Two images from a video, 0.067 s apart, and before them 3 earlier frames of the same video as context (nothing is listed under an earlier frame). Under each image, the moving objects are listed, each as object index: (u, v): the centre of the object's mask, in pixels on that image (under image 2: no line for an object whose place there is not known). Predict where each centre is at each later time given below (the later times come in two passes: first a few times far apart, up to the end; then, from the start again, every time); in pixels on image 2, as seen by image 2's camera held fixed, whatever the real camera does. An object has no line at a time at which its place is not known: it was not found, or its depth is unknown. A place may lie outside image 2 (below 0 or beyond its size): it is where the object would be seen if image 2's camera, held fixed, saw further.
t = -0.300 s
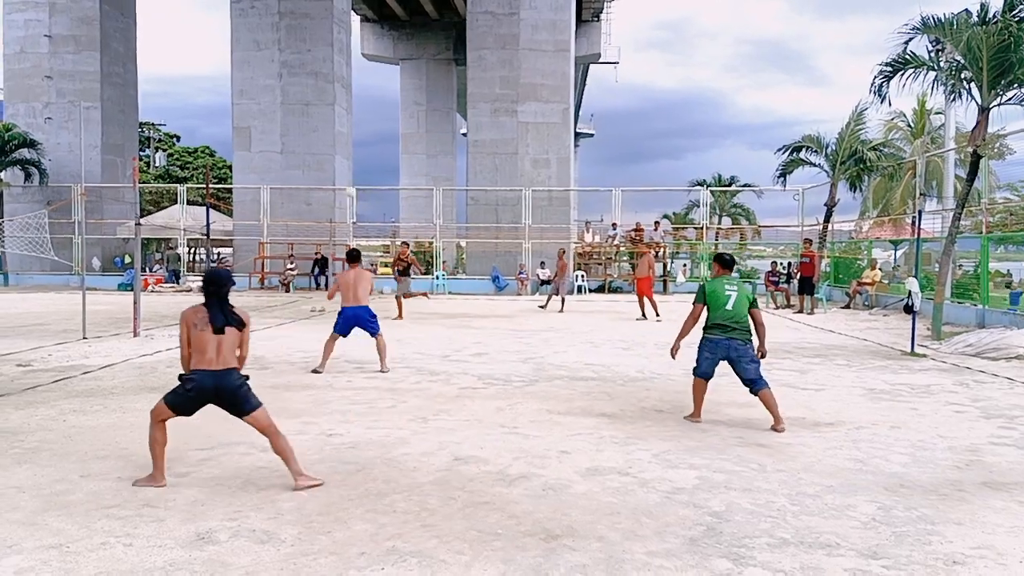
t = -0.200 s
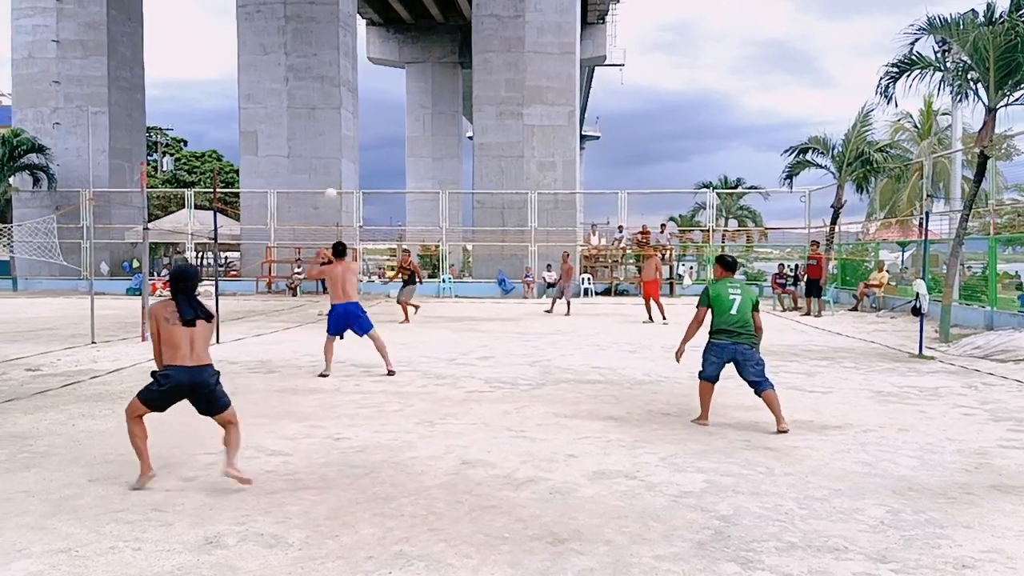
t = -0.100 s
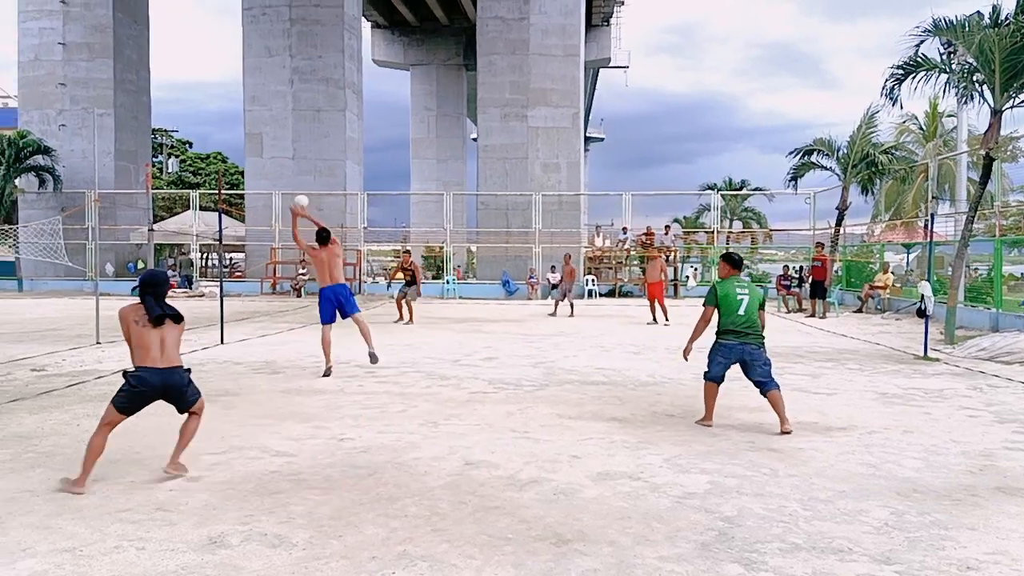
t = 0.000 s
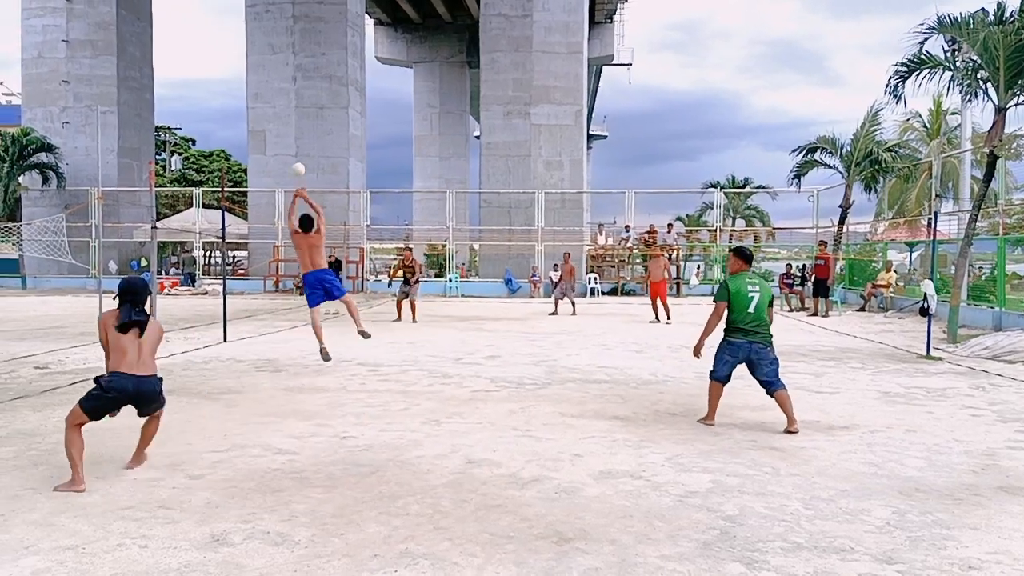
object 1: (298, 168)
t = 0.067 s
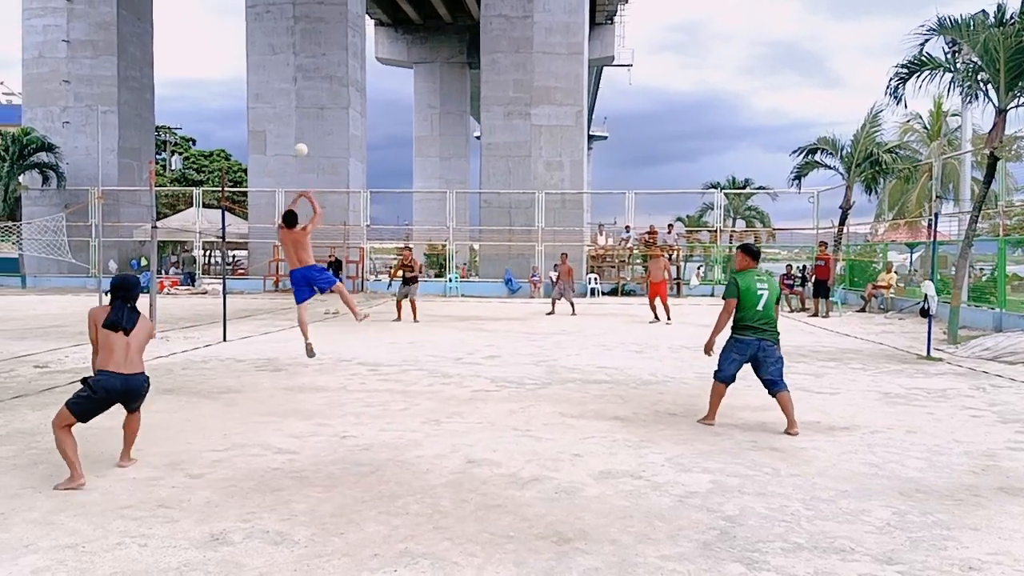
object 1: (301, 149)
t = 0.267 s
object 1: (309, 114)
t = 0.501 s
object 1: (316, 114)
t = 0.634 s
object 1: (321, 131)
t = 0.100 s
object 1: (302, 140)
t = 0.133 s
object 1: (304, 133)
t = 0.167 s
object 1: (304, 126)
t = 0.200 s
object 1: (306, 122)
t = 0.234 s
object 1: (307, 117)
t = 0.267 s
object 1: (309, 114)
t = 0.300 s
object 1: (310, 112)
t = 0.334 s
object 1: (311, 110)
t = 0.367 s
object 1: (312, 109)
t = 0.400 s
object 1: (313, 109)
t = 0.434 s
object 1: (314, 110)
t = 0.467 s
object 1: (315, 112)
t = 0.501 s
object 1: (316, 114)
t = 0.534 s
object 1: (318, 118)
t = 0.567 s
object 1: (319, 121)
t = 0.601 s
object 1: (320, 126)
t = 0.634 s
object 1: (321, 131)
